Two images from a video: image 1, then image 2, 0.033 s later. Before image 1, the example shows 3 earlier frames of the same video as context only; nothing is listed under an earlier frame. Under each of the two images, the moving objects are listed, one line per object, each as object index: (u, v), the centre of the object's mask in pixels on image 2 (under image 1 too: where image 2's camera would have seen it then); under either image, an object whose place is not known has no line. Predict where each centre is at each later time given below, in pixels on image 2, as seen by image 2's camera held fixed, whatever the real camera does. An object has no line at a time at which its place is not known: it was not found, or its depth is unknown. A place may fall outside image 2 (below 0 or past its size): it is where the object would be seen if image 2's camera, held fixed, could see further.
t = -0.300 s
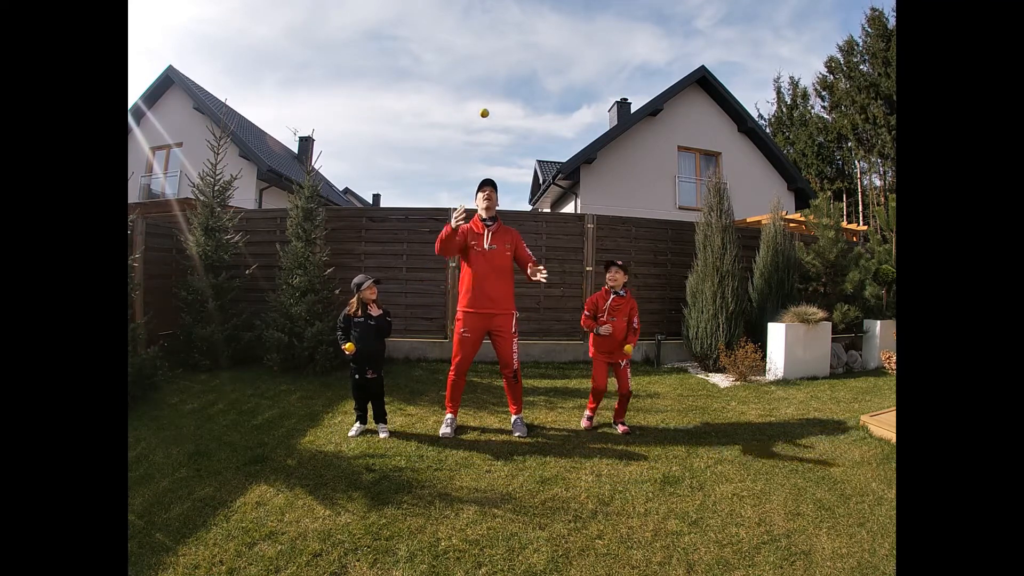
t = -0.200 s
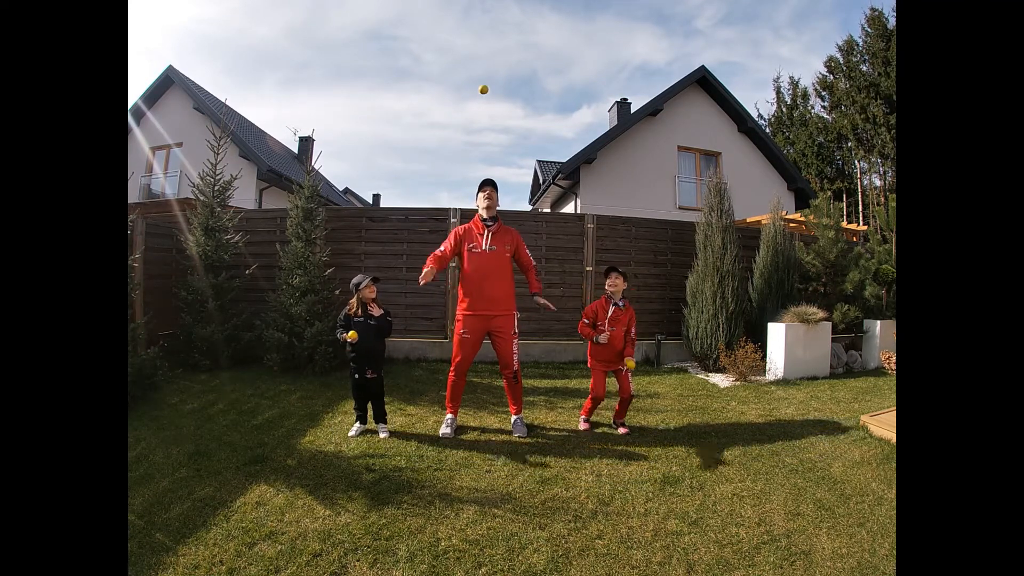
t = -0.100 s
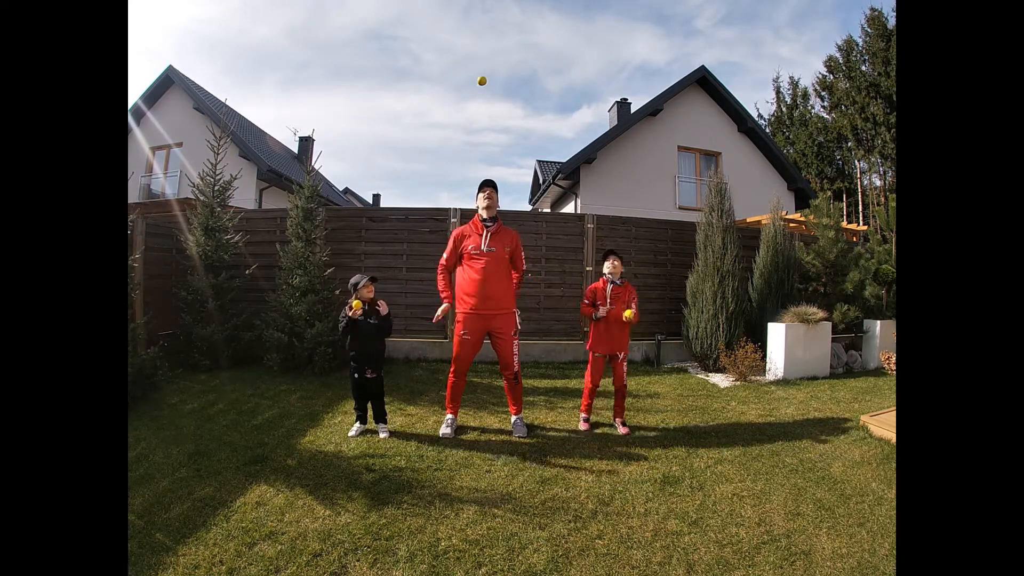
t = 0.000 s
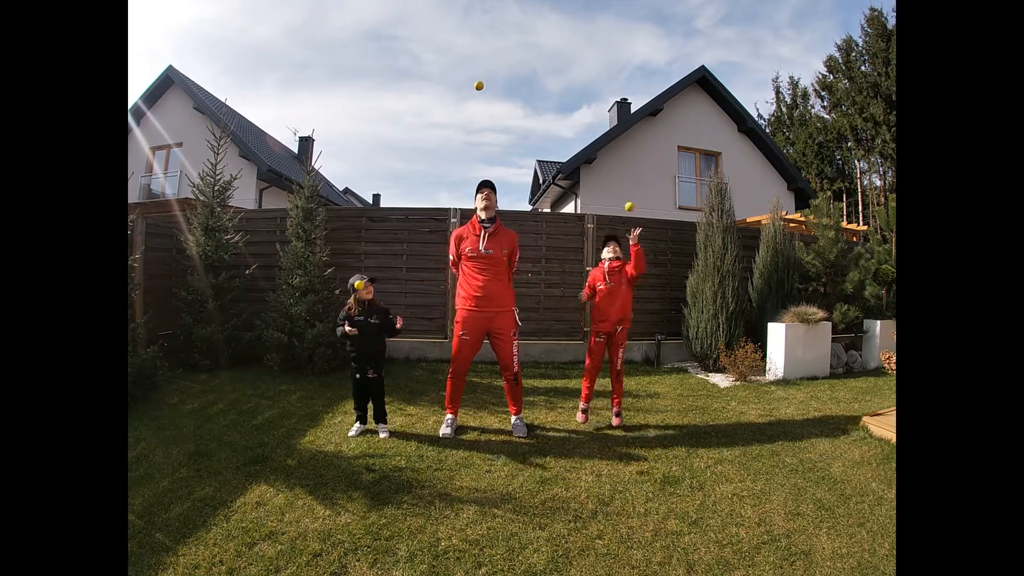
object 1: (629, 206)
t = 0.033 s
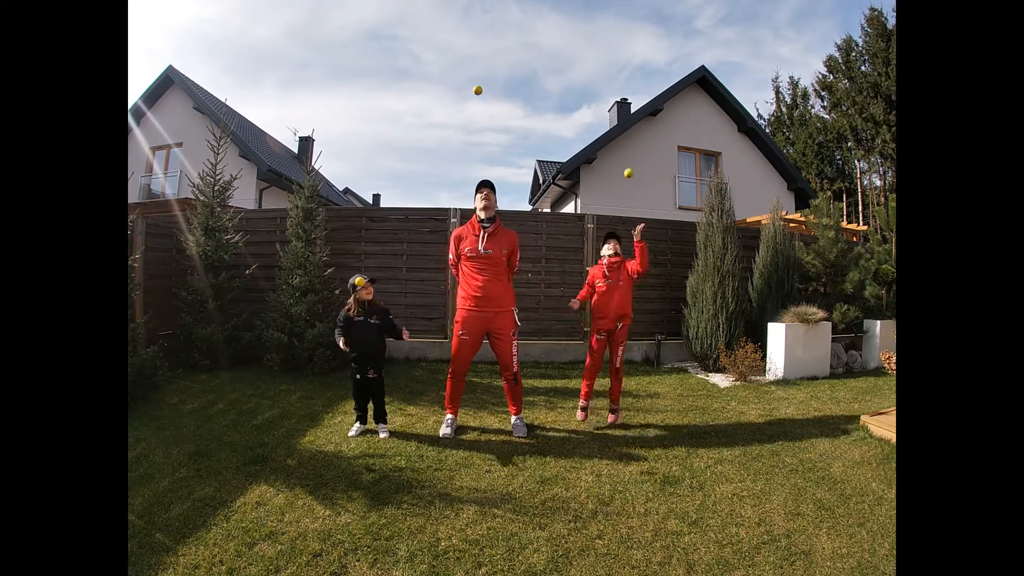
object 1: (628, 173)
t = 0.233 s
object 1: (616, 23)
